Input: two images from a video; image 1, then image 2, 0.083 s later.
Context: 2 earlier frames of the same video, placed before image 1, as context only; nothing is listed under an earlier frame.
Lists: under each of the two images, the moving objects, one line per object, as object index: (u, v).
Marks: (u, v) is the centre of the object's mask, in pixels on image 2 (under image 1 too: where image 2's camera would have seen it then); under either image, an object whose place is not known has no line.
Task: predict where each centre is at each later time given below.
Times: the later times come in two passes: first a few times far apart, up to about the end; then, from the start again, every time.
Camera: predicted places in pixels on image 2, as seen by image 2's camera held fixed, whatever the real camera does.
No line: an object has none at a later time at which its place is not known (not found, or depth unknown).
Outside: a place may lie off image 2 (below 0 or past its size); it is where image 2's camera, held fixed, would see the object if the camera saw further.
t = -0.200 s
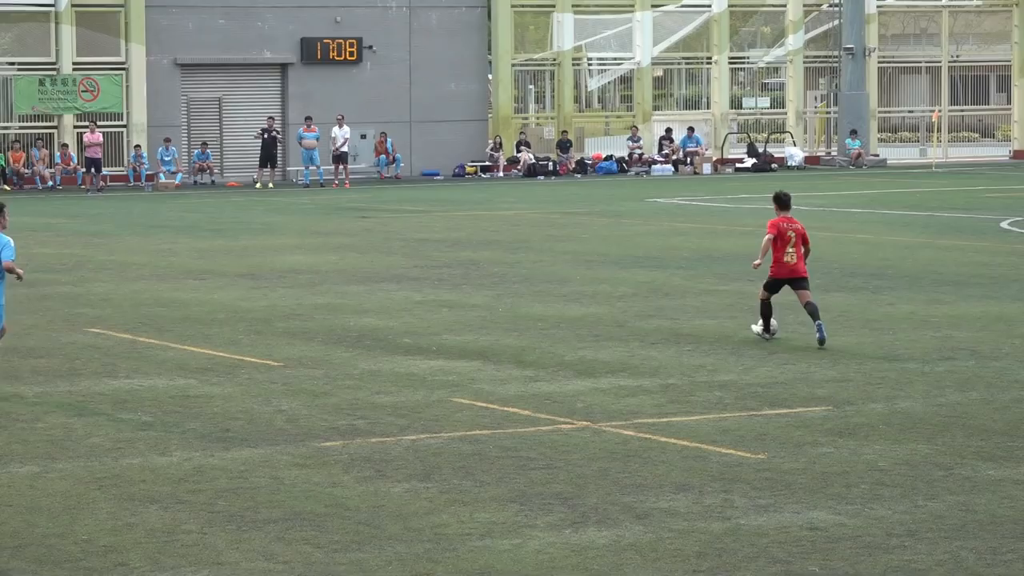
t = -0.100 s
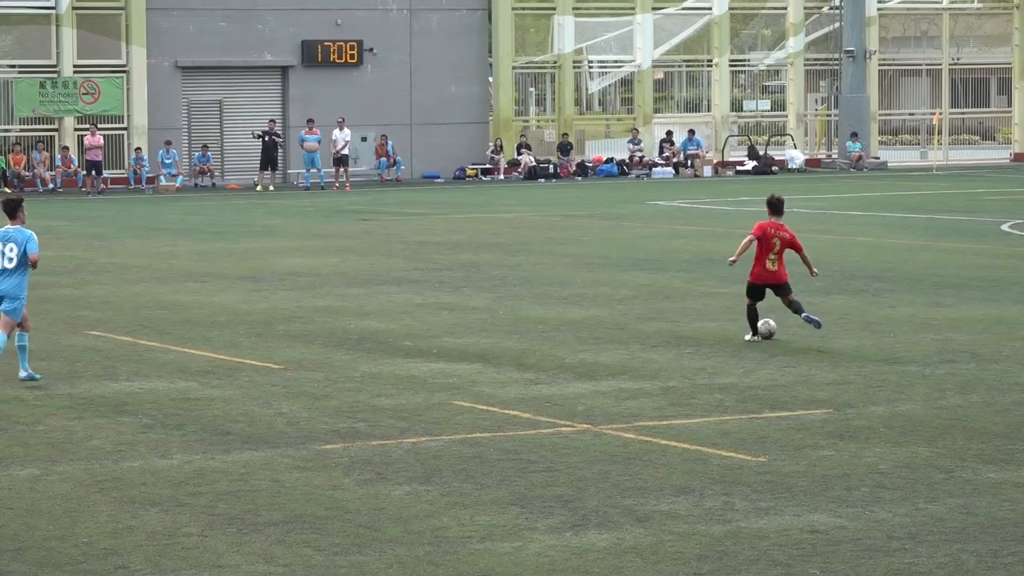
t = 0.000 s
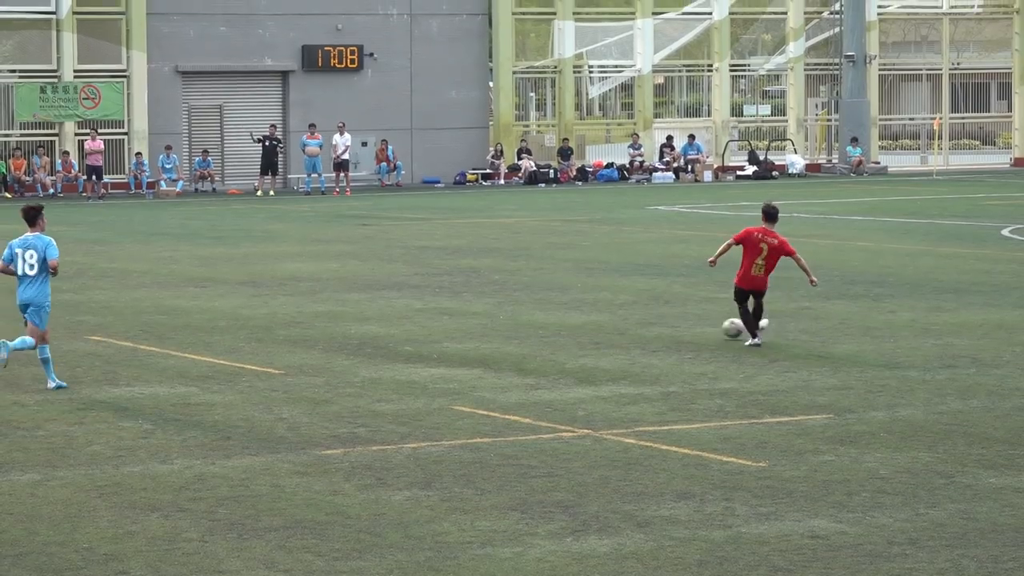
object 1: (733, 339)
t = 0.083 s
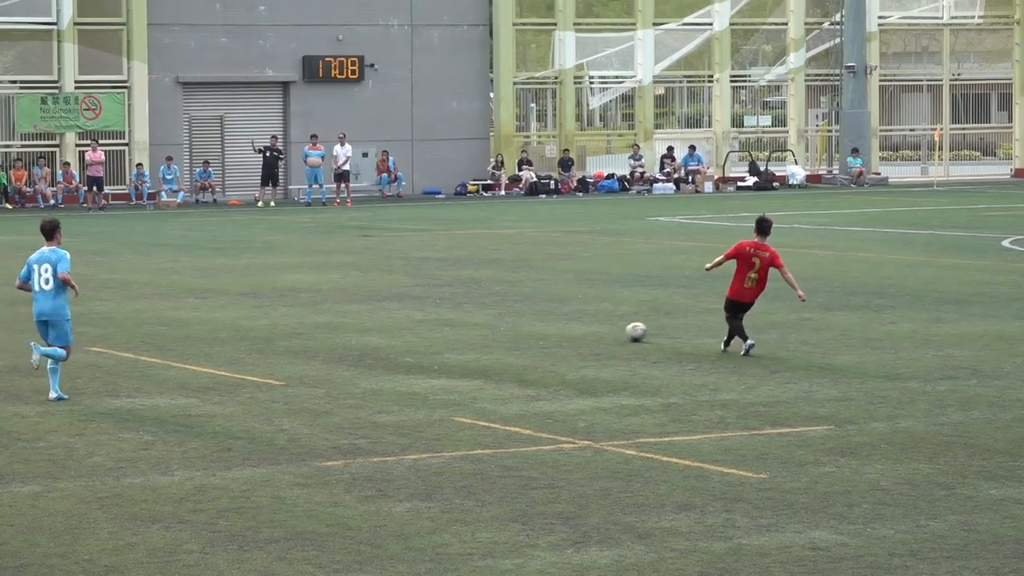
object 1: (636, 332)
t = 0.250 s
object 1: (465, 317)
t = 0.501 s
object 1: (262, 298)
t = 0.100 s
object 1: (617, 330)
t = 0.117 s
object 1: (600, 328)
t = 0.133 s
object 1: (582, 325)
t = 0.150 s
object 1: (565, 323)
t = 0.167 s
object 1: (548, 321)
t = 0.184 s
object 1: (531, 320)
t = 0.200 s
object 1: (514, 319)
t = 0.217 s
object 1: (498, 318)
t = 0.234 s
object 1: (482, 318)
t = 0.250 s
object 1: (465, 317)
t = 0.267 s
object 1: (450, 316)
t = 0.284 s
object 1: (435, 314)
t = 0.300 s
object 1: (421, 312)
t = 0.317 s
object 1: (407, 311)
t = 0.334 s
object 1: (393, 309)
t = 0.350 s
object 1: (379, 308)
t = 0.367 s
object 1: (364, 308)
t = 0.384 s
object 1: (351, 307)
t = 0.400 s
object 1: (338, 307)
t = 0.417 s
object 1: (324, 307)
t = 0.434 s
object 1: (311, 305)
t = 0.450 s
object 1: (299, 303)
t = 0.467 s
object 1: (287, 301)
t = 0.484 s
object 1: (275, 300)
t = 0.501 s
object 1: (262, 298)
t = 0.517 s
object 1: (250, 297)
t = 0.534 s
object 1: (238, 297)
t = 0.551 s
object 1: (226, 296)
